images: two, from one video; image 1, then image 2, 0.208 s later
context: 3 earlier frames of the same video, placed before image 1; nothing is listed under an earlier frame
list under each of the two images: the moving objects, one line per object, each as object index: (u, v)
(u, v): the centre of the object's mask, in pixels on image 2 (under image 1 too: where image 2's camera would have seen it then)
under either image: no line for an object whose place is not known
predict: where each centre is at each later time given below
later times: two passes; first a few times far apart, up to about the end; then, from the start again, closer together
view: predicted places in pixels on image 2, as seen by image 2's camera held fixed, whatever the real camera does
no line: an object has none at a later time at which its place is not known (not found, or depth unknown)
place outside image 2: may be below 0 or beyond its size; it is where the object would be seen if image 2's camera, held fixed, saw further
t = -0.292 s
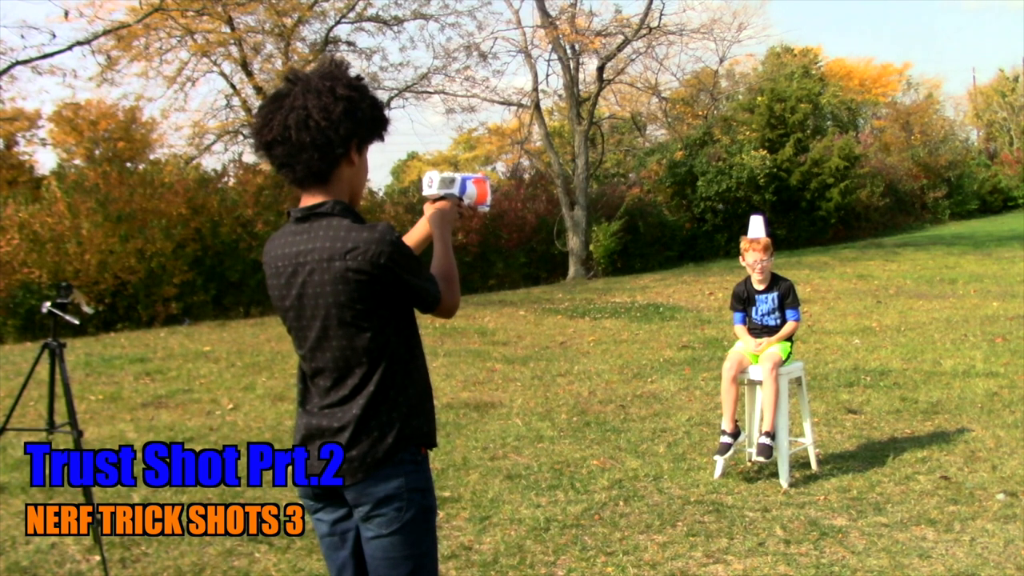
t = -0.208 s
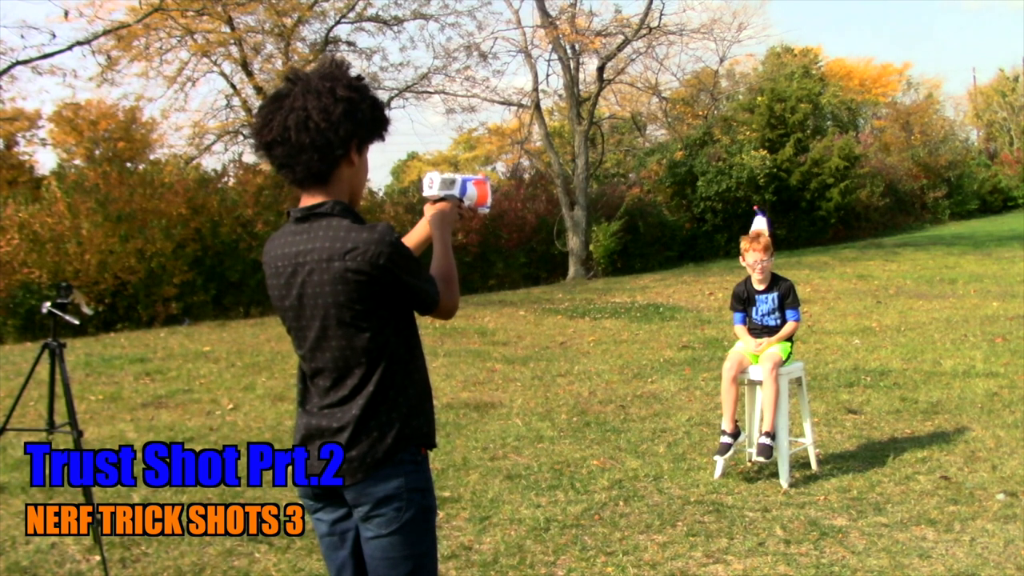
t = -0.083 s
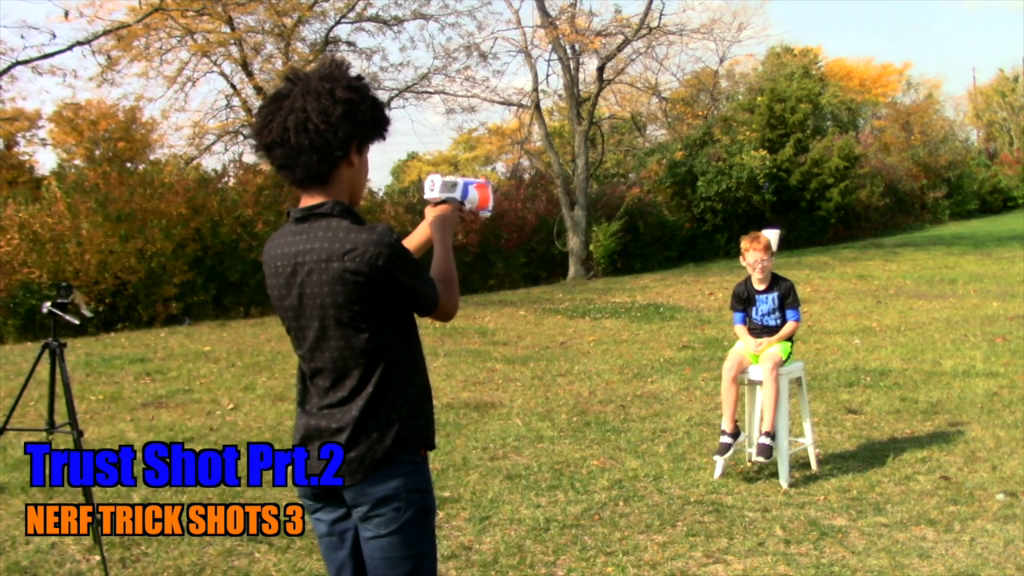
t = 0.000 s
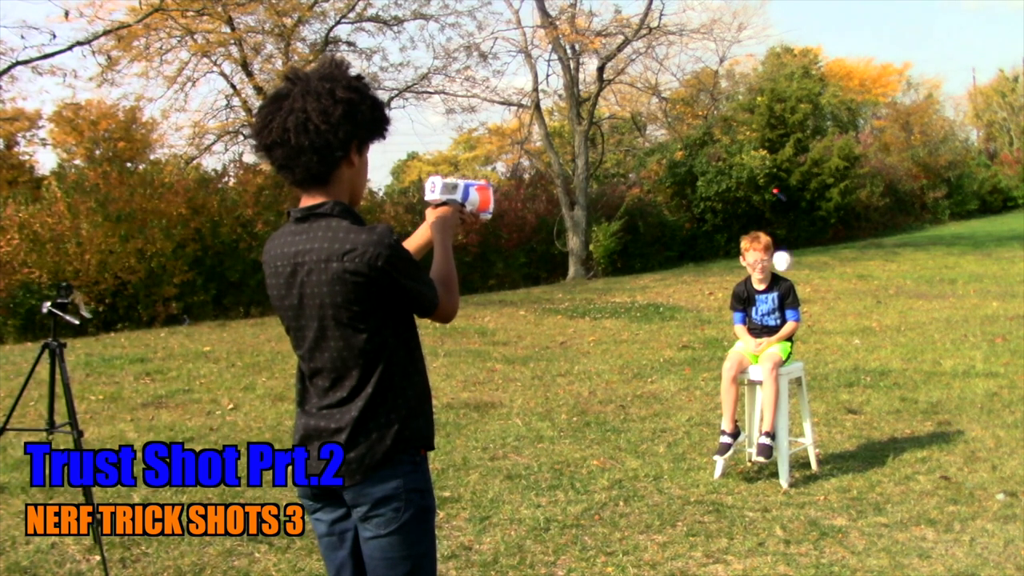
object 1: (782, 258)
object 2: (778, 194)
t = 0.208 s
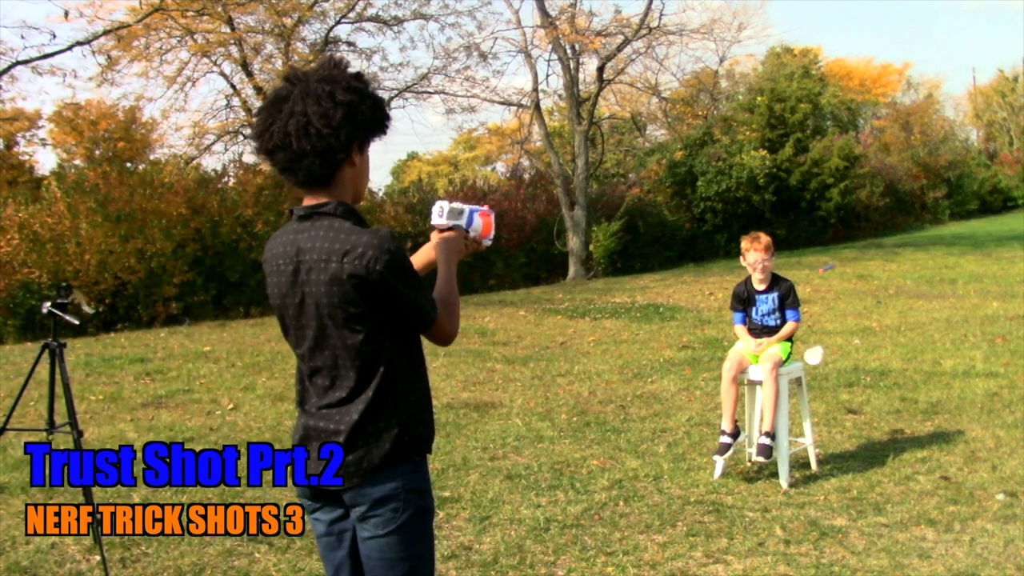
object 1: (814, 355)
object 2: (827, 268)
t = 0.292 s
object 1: (829, 395)
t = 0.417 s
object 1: (848, 431)
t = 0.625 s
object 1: (873, 419)
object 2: (892, 526)
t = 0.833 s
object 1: (893, 417)
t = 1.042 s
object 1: (909, 412)
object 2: (852, 539)
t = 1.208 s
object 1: (912, 413)
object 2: (859, 541)
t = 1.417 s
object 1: (910, 415)
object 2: (860, 542)
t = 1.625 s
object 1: (909, 415)
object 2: (860, 542)
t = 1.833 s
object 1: (909, 415)
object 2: (860, 542)
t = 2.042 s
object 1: (909, 415)
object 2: (860, 542)
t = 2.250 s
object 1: (909, 415)
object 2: (860, 542)
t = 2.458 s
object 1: (910, 415)
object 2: (860, 542)
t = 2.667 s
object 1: (910, 415)
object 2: (860, 542)
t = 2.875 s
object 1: (910, 415)
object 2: (860, 542)
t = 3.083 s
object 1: (910, 415)
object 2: (860, 542)
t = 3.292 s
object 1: (910, 415)
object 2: (860, 542)
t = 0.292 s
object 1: (829, 395)
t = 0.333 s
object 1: (835, 415)
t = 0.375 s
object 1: (844, 434)
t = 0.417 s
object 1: (848, 431)
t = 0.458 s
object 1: (854, 428)
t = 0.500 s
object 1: (858, 428)
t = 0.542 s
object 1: (863, 426)
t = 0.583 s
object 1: (868, 423)
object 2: (898, 534)
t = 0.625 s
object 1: (873, 419)
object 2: (892, 526)
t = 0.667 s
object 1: (877, 418)
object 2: (890, 523)
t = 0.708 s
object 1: (881, 420)
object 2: (886, 519)
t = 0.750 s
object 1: (885, 418)
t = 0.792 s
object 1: (891, 417)
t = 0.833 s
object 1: (893, 417)
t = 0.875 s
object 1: (896, 415)
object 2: (857, 541)
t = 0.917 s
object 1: (899, 412)
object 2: (855, 541)
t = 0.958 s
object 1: (902, 411)
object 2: (853, 540)
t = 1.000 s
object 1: (905, 411)
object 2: (851, 542)
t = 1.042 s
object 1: (909, 412)
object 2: (852, 539)
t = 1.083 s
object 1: (911, 415)
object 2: (854, 539)
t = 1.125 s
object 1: (912, 414)
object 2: (858, 539)
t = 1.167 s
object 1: (912, 413)
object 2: (859, 539)
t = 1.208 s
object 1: (912, 413)
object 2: (859, 541)
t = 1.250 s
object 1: (912, 414)
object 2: (860, 542)
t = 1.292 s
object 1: (911, 415)
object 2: (860, 542)
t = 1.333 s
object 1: (910, 415)
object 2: (860, 542)
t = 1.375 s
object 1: (910, 415)
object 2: (860, 542)
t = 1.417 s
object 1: (910, 415)
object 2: (860, 542)
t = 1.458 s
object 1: (909, 415)
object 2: (860, 542)
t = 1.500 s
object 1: (909, 415)
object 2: (860, 542)
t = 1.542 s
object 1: (909, 415)
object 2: (860, 542)
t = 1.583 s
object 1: (909, 415)
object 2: (860, 542)
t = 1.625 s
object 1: (909, 415)
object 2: (860, 542)
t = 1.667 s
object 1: (909, 415)
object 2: (860, 542)
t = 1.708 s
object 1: (909, 415)
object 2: (860, 542)
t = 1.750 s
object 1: (909, 415)
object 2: (860, 542)
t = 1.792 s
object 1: (909, 415)
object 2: (860, 542)
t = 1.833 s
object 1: (909, 415)
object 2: (860, 542)
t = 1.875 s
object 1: (909, 415)
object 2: (860, 542)
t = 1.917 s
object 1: (909, 415)
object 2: (860, 542)
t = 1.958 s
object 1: (909, 415)
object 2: (860, 542)
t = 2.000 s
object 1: (909, 415)
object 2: (860, 542)
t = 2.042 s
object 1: (909, 415)
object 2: (860, 542)
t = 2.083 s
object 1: (909, 415)
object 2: (860, 542)
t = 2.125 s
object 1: (910, 415)
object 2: (860, 542)
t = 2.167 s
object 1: (909, 415)
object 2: (860, 542)
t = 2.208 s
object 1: (909, 415)
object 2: (860, 542)
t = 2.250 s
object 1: (909, 415)
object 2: (860, 542)
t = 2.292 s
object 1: (909, 415)
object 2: (860, 542)
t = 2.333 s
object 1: (909, 415)
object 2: (860, 542)
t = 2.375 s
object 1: (909, 415)
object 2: (860, 542)
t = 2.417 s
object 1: (909, 415)
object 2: (860, 542)
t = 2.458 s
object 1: (910, 415)
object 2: (860, 542)
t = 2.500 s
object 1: (910, 415)
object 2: (860, 542)
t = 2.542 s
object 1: (910, 415)
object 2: (860, 542)
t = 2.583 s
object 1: (910, 415)
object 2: (860, 542)
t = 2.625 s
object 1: (910, 415)
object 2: (860, 542)
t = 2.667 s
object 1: (910, 415)
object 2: (860, 542)
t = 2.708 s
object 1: (910, 415)
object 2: (860, 542)
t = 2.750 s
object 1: (910, 415)
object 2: (860, 542)
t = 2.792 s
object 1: (910, 415)
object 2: (860, 542)
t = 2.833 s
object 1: (910, 415)
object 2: (860, 542)
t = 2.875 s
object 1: (910, 415)
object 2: (860, 542)
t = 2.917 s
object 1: (910, 415)
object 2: (860, 542)
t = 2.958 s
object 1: (910, 415)
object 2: (860, 542)
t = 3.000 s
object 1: (910, 415)
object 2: (860, 542)
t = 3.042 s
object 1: (910, 415)
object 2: (860, 542)
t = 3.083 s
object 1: (910, 415)
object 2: (860, 542)
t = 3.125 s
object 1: (910, 415)
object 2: (860, 542)
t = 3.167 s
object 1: (910, 415)
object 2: (860, 542)
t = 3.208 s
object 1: (910, 415)
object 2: (860, 542)
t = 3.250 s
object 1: (910, 415)
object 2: (860, 542)
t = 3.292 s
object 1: (910, 415)
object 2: (860, 542)
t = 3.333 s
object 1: (910, 415)
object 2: (860, 542)
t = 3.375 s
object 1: (910, 415)
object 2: (860, 542)
